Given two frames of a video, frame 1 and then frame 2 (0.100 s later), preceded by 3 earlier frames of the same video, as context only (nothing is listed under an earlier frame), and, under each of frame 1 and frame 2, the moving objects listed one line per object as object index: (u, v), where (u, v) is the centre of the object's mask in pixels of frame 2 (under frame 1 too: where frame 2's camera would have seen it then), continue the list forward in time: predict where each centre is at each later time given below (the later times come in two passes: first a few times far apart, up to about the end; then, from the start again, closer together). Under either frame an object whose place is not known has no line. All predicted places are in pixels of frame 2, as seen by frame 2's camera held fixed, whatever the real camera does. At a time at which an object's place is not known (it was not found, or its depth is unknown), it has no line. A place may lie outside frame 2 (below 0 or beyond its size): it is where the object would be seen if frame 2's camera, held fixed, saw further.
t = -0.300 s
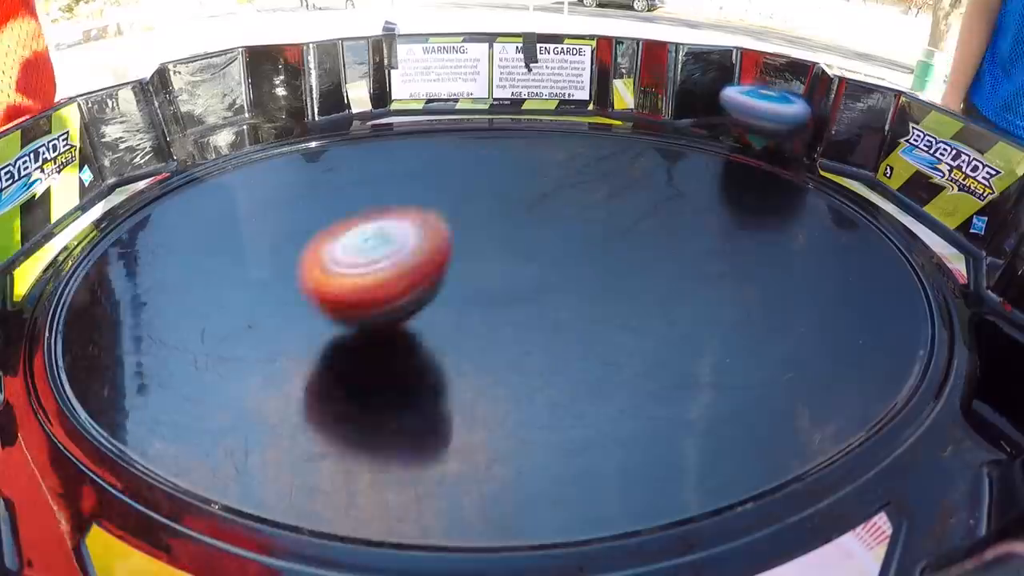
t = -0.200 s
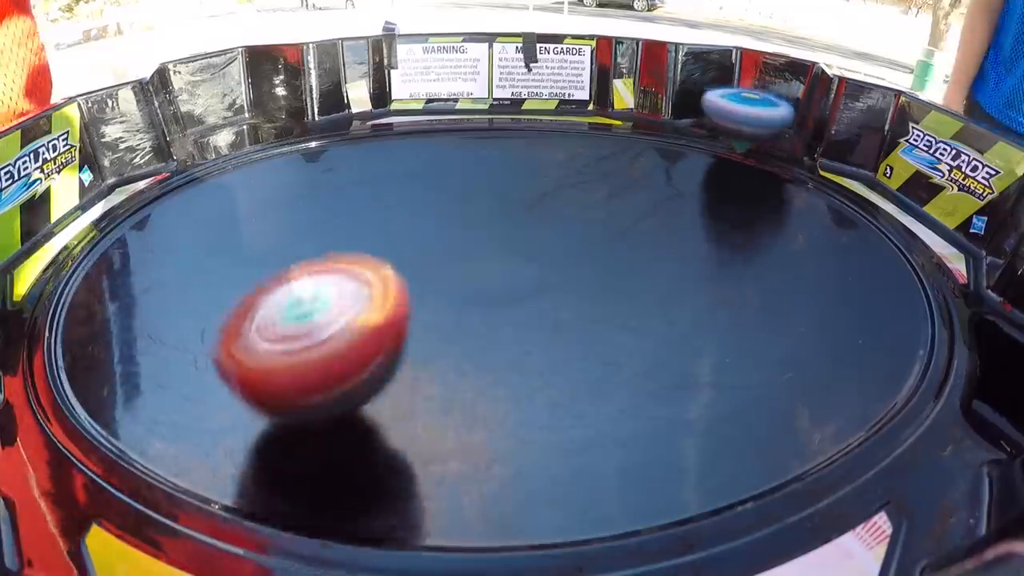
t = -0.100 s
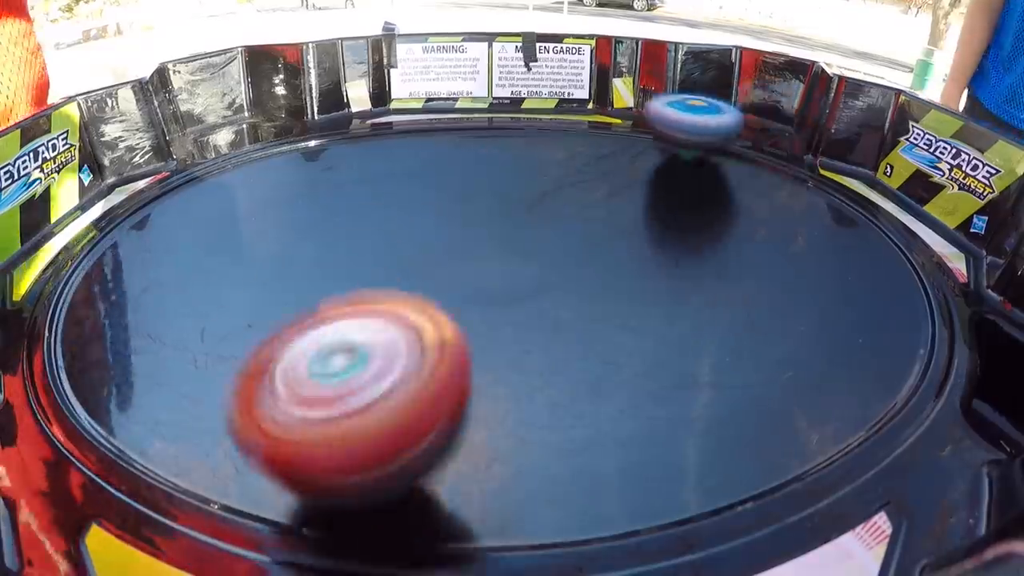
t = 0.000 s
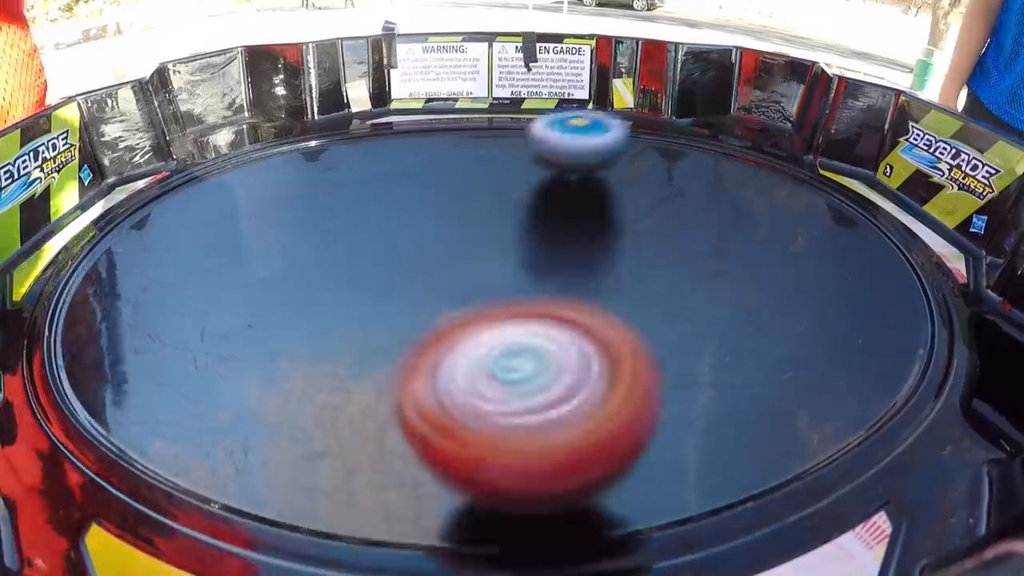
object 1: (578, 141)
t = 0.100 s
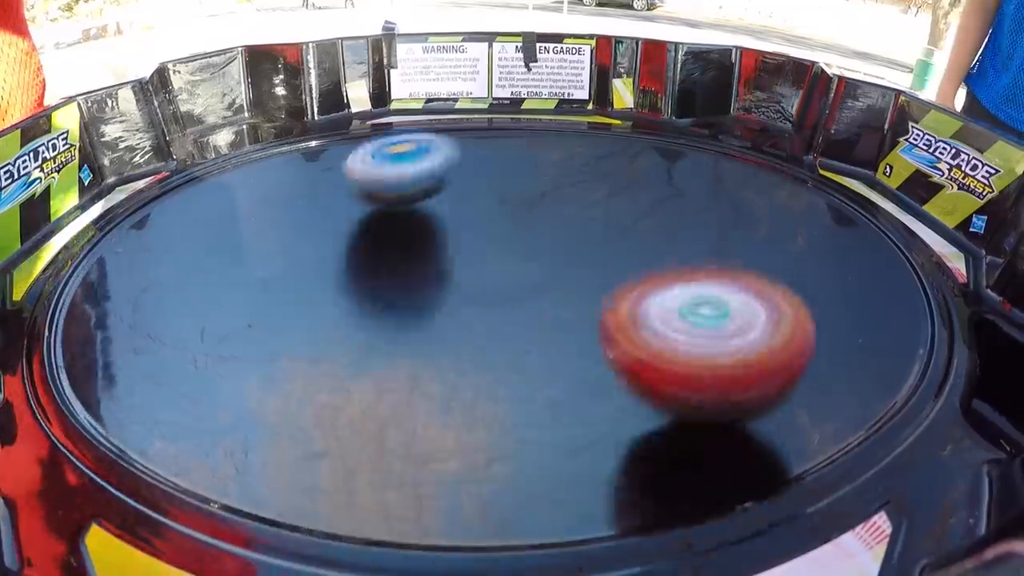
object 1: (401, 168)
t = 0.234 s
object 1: (130, 240)
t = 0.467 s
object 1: (392, 405)
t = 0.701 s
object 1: (882, 177)
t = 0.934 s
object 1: (447, 101)
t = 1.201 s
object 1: (353, 448)
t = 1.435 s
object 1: (766, 130)
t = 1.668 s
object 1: (318, 117)
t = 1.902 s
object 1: (55, 277)
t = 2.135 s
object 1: (828, 339)
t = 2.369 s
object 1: (753, 135)
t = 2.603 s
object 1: (311, 188)
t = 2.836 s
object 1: (48, 354)
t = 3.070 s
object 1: (522, 438)
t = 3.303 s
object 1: (796, 220)
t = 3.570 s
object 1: (501, 161)
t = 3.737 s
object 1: (218, 191)
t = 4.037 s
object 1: (284, 430)
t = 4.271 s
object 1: (757, 235)
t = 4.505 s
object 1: (567, 110)
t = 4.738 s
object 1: (260, 130)
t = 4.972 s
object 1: (66, 292)
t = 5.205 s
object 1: (722, 342)
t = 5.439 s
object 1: (755, 123)
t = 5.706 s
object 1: (411, 111)
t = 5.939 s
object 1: (170, 248)
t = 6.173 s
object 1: (695, 403)
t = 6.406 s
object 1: (887, 189)
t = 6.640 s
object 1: (594, 108)
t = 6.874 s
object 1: (259, 175)
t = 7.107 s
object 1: (101, 365)
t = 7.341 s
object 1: (723, 378)
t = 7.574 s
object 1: (722, 195)
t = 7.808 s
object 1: (488, 136)
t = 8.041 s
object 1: (198, 176)
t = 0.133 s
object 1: (335, 181)
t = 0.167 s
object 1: (270, 196)
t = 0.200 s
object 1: (202, 217)
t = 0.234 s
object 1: (130, 240)
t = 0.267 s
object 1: (70, 267)
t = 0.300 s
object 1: (44, 283)
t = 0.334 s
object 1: (53, 306)
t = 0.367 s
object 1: (76, 355)
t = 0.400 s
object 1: (138, 377)
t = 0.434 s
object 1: (251, 397)
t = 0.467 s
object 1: (392, 405)
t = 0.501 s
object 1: (543, 393)
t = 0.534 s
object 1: (676, 365)
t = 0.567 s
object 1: (775, 329)
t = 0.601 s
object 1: (837, 288)
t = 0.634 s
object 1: (873, 247)
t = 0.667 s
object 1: (886, 211)
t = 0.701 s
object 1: (882, 177)
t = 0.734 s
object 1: (830, 151)
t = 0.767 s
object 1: (781, 134)
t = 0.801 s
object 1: (728, 117)
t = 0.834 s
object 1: (665, 108)
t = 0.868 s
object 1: (596, 103)
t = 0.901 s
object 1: (524, 105)
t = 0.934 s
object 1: (447, 101)
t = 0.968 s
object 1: (365, 105)
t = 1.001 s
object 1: (283, 116)
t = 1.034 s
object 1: (200, 137)
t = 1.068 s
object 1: (120, 174)
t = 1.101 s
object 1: (58, 231)
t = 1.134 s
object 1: (53, 307)
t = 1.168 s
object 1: (119, 394)
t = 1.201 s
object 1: (353, 448)
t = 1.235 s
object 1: (652, 435)
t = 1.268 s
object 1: (842, 374)
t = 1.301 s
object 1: (928, 307)
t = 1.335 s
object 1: (936, 244)
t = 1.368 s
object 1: (895, 194)
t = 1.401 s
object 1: (835, 154)
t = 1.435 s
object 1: (766, 130)
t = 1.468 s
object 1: (686, 113)
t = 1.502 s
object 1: (607, 101)
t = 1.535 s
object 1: (552, 98)
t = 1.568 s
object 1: (493, 106)
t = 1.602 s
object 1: (437, 106)
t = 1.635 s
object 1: (377, 111)
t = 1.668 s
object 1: (318, 117)
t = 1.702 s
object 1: (264, 126)
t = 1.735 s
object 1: (210, 139)
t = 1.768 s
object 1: (160, 151)
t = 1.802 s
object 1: (113, 175)
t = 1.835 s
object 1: (80, 203)
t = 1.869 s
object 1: (62, 233)
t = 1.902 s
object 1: (55, 277)
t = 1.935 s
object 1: (67, 337)
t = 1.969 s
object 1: (103, 389)
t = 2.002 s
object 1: (217, 437)
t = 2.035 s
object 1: (400, 450)
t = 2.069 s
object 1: (594, 429)
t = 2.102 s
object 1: (734, 386)
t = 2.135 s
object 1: (828, 339)
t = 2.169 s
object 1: (883, 285)
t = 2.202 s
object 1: (908, 242)
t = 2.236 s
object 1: (910, 200)
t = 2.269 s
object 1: (876, 165)
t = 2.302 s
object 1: (841, 141)
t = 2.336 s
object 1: (803, 129)
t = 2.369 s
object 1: (753, 135)
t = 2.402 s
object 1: (695, 147)
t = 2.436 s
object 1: (637, 151)
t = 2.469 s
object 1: (575, 153)
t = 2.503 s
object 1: (510, 159)
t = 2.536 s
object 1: (444, 168)
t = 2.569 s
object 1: (378, 177)
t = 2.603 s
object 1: (311, 188)
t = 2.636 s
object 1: (249, 200)
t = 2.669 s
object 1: (185, 216)
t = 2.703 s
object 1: (122, 239)
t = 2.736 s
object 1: (64, 263)
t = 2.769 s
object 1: (46, 276)
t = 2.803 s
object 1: (48, 315)
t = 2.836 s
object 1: (48, 354)
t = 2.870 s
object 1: (62, 376)
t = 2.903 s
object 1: (104, 411)
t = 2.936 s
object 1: (147, 426)
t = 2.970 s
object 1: (209, 442)
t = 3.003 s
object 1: (297, 450)
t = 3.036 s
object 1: (403, 453)
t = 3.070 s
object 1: (522, 438)
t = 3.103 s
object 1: (625, 415)
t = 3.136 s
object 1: (707, 388)
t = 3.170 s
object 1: (768, 355)
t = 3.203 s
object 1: (802, 316)
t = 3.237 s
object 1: (815, 282)
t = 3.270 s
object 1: (813, 250)
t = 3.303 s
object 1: (796, 220)
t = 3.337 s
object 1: (775, 199)
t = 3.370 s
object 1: (753, 189)
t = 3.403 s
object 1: (724, 180)
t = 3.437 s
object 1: (688, 173)
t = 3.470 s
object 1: (644, 167)
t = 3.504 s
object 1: (601, 167)
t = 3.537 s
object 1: (554, 162)
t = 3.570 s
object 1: (501, 161)
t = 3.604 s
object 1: (446, 161)
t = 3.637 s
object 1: (390, 164)
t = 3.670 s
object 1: (331, 170)
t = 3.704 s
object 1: (276, 179)
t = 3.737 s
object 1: (218, 191)
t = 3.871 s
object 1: (52, 265)
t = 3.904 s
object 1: (63, 310)
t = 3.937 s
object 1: (78, 342)
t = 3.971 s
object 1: (103, 378)
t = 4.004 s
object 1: (173, 409)
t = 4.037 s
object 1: (284, 430)
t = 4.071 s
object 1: (409, 431)
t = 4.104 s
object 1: (539, 411)
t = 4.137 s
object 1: (644, 380)
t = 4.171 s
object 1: (709, 341)
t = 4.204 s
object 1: (744, 304)
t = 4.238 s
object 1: (759, 269)
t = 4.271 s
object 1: (757, 235)
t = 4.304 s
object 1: (745, 205)
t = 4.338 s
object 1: (725, 183)
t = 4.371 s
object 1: (699, 161)
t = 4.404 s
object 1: (670, 143)
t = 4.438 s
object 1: (640, 130)
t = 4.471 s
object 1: (605, 118)
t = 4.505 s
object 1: (567, 110)
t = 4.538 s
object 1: (529, 102)
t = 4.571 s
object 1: (487, 99)
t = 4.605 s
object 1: (445, 101)
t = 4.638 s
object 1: (398, 109)
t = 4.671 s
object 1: (348, 115)
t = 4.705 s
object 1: (303, 123)
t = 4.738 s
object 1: (260, 130)
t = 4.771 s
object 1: (217, 140)
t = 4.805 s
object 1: (179, 151)
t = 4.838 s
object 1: (142, 168)
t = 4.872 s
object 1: (113, 192)
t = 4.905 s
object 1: (85, 222)
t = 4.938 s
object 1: (67, 256)
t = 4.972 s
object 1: (66, 292)
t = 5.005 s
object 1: (82, 332)
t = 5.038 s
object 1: (123, 369)
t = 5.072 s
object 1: (215, 398)
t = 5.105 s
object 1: (348, 412)
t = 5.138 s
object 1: (502, 403)
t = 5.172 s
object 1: (635, 379)
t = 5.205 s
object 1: (722, 342)
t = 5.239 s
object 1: (779, 305)
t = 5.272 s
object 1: (809, 264)
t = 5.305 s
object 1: (817, 225)
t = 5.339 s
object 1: (810, 195)
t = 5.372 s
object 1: (796, 168)
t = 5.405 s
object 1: (777, 145)
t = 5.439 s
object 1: (755, 123)
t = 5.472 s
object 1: (717, 114)
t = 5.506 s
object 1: (678, 113)
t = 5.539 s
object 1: (633, 111)
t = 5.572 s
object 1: (592, 108)
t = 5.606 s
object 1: (548, 105)
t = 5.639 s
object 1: (504, 105)
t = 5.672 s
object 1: (458, 107)
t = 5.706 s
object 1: (411, 111)
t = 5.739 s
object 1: (364, 119)
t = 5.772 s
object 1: (321, 131)
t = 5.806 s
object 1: (281, 146)
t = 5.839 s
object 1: (244, 165)
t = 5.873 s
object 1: (212, 189)
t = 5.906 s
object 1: (187, 216)
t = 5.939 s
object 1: (170, 248)
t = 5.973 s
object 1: (166, 282)
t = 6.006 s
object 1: (179, 311)
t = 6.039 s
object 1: (223, 356)
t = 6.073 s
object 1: (302, 389)
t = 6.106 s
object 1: (418, 413)
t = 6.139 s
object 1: (558, 420)
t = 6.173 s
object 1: (695, 403)
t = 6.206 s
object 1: (796, 374)
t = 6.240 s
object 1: (859, 343)
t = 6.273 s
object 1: (899, 309)
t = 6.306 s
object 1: (915, 275)
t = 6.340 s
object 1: (917, 244)
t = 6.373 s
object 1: (908, 216)
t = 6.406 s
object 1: (887, 189)
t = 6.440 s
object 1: (854, 167)
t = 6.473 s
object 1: (814, 149)
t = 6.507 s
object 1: (773, 134)
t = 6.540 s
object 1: (728, 123)
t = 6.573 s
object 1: (683, 114)
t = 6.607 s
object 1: (641, 110)
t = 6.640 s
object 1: (594, 108)
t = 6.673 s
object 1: (544, 109)
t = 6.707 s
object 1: (497, 114)
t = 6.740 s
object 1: (449, 119)
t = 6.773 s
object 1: (399, 129)
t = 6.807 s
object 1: (349, 141)
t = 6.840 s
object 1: (300, 156)
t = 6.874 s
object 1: (259, 175)
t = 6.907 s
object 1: (217, 193)
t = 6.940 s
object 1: (181, 214)
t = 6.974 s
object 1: (149, 238)
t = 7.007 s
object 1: (122, 267)
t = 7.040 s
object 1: (102, 296)
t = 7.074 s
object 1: (93, 330)
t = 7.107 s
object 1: (101, 365)
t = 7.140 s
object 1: (129, 403)
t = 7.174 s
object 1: (208, 429)
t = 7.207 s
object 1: (318, 441)
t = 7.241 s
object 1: (448, 444)
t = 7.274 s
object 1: (558, 437)
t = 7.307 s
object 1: (661, 407)
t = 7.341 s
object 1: (723, 378)
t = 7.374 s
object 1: (773, 342)
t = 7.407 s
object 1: (793, 311)
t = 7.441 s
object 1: (796, 280)
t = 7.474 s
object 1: (786, 255)
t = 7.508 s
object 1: (771, 232)
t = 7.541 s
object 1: (748, 213)
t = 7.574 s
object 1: (722, 195)
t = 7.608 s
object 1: (695, 181)
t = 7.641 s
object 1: (664, 169)
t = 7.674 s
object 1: (632, 159)
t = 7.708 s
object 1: (599, 150)
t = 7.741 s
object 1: (565, 145)
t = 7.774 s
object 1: (527, 139)
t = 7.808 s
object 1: (488, 136)
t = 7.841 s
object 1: (443, 133)
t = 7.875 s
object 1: (399, 135)
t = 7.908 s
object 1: (350, 137)
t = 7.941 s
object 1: (309, 143)
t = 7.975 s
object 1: (268, 150)
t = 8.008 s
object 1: (234, 161)
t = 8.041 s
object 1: (198, 176)
